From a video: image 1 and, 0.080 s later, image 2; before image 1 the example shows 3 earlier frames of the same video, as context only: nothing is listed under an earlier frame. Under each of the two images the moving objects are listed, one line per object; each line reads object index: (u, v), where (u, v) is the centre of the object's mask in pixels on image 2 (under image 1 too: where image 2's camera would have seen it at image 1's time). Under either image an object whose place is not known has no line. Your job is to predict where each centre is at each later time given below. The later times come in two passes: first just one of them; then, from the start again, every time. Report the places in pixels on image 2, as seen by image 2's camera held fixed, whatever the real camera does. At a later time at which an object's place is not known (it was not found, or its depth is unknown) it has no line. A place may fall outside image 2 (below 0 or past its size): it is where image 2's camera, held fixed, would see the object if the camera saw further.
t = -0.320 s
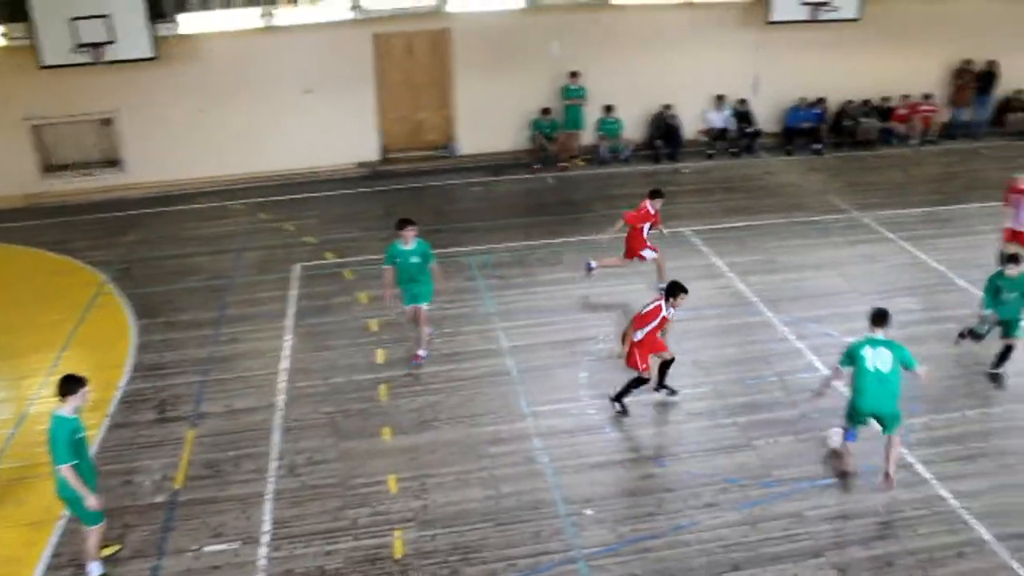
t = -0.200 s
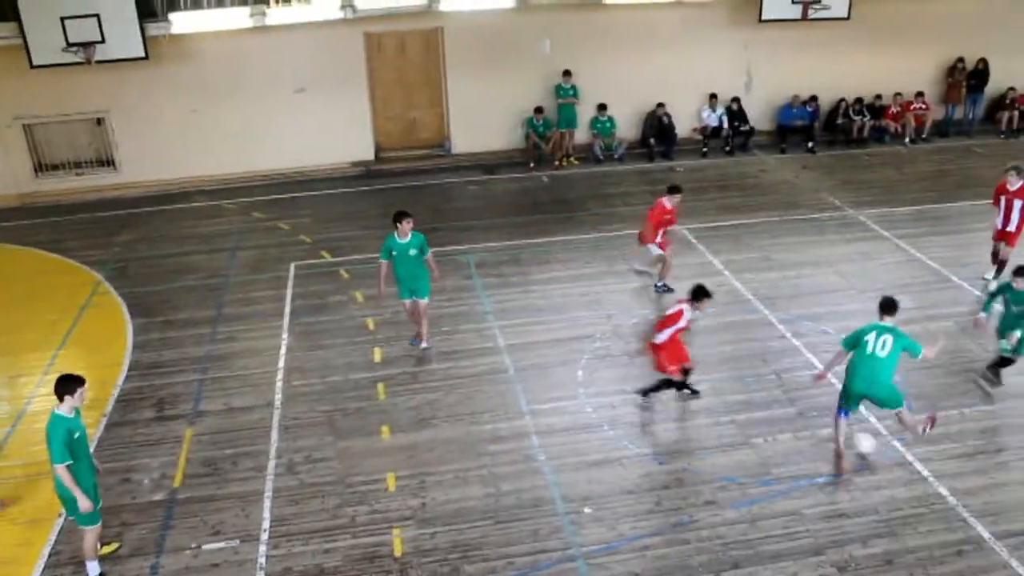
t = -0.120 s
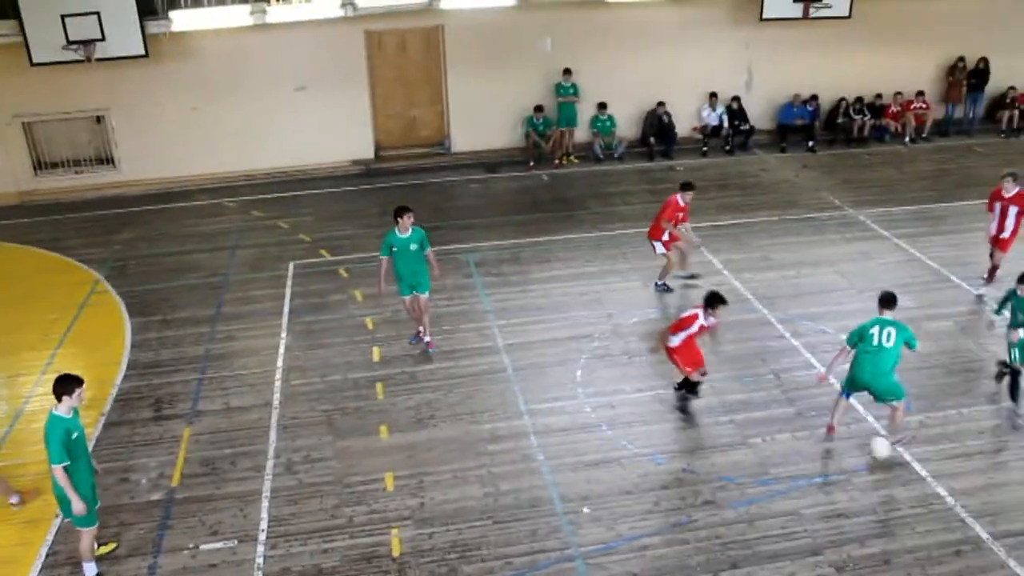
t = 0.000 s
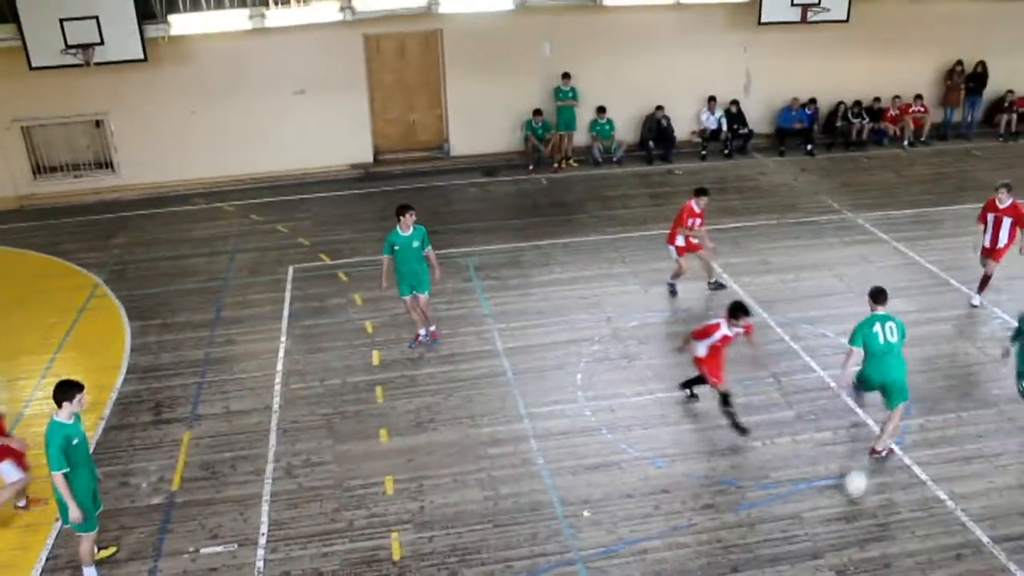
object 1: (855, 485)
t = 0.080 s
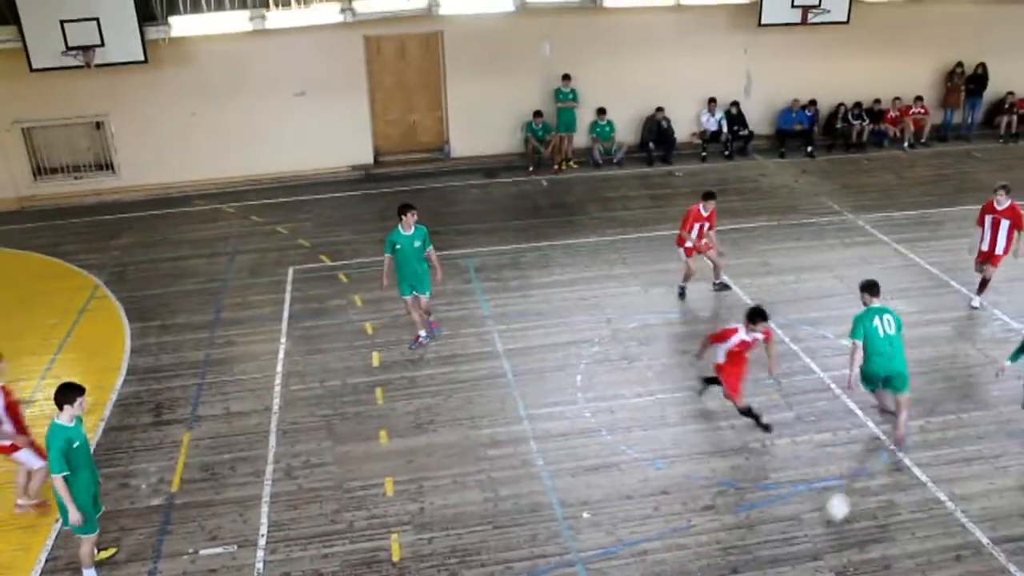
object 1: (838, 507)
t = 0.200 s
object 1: (814, 538)
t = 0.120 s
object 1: (829, 518)
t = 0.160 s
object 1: (821, 529)
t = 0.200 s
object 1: (814, 538)
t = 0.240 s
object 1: (805, 550)
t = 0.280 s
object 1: (798, 561)
